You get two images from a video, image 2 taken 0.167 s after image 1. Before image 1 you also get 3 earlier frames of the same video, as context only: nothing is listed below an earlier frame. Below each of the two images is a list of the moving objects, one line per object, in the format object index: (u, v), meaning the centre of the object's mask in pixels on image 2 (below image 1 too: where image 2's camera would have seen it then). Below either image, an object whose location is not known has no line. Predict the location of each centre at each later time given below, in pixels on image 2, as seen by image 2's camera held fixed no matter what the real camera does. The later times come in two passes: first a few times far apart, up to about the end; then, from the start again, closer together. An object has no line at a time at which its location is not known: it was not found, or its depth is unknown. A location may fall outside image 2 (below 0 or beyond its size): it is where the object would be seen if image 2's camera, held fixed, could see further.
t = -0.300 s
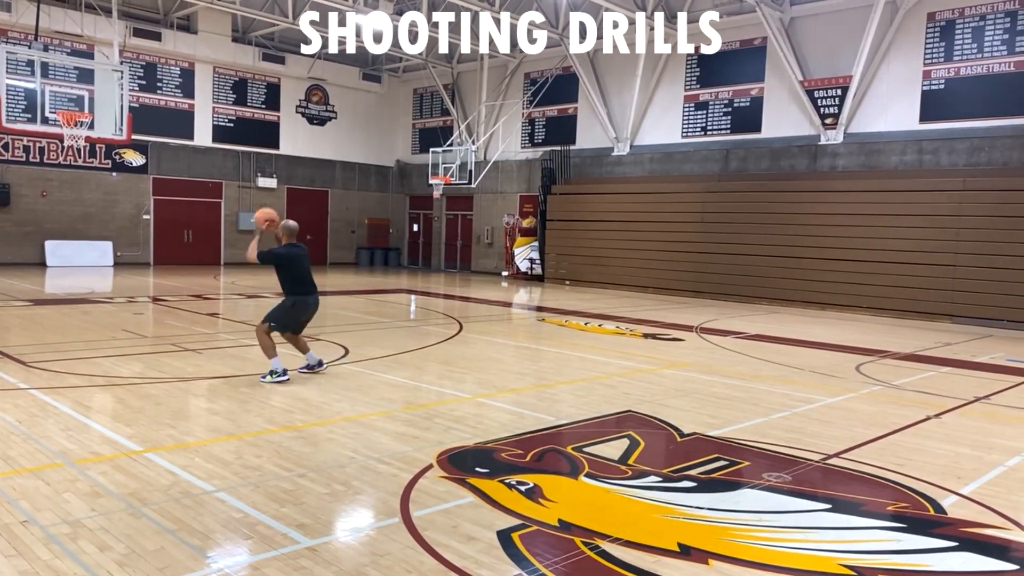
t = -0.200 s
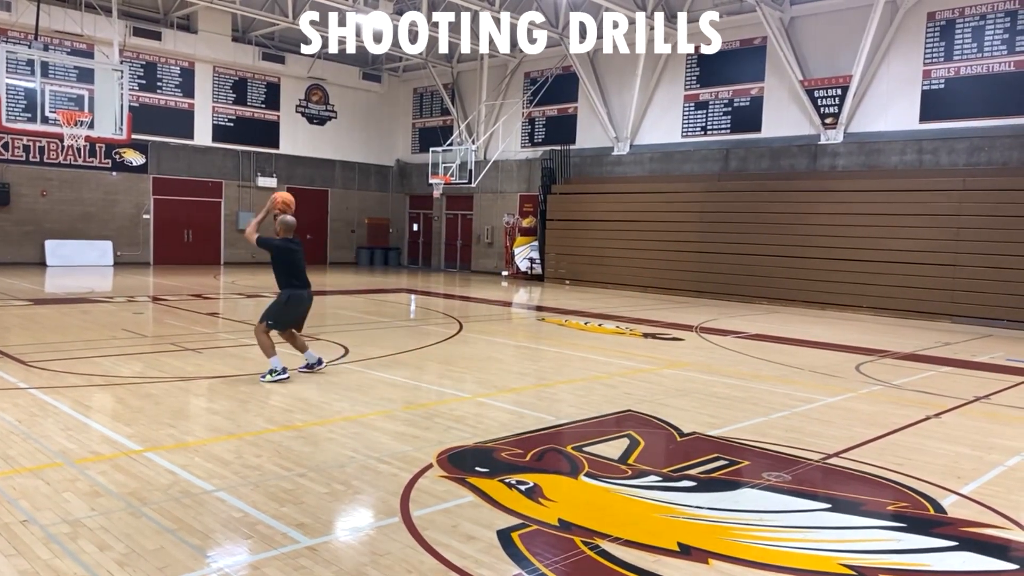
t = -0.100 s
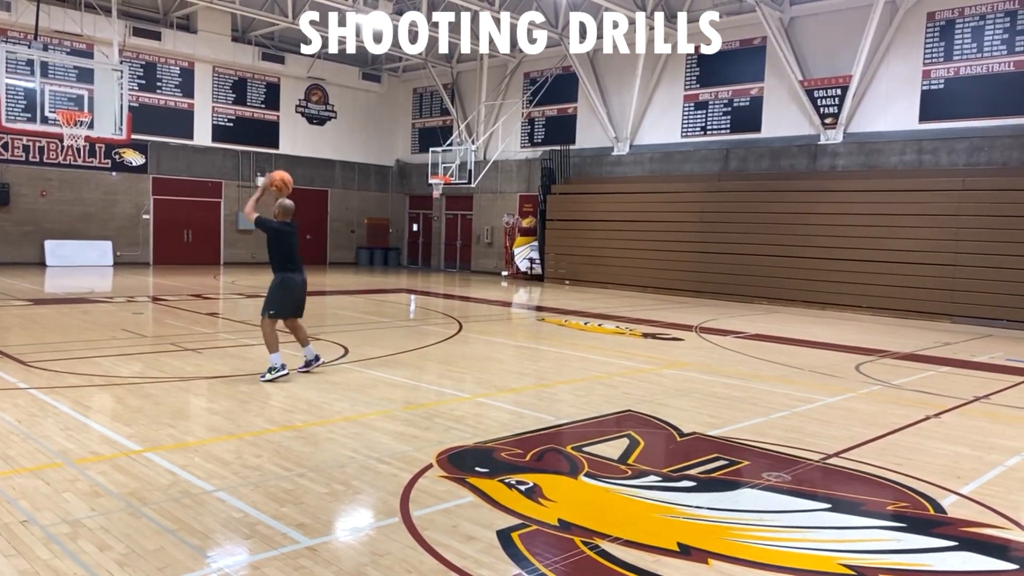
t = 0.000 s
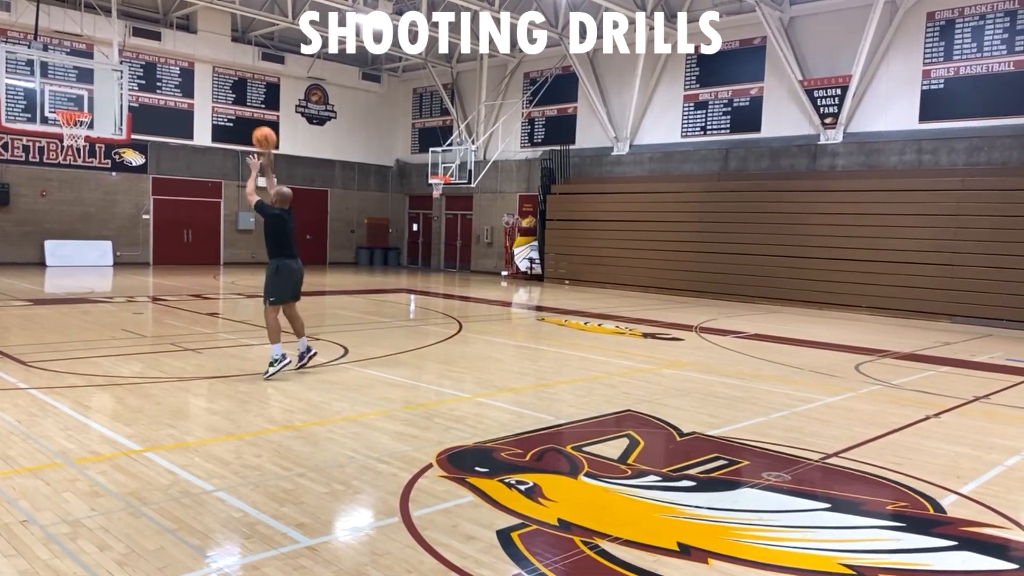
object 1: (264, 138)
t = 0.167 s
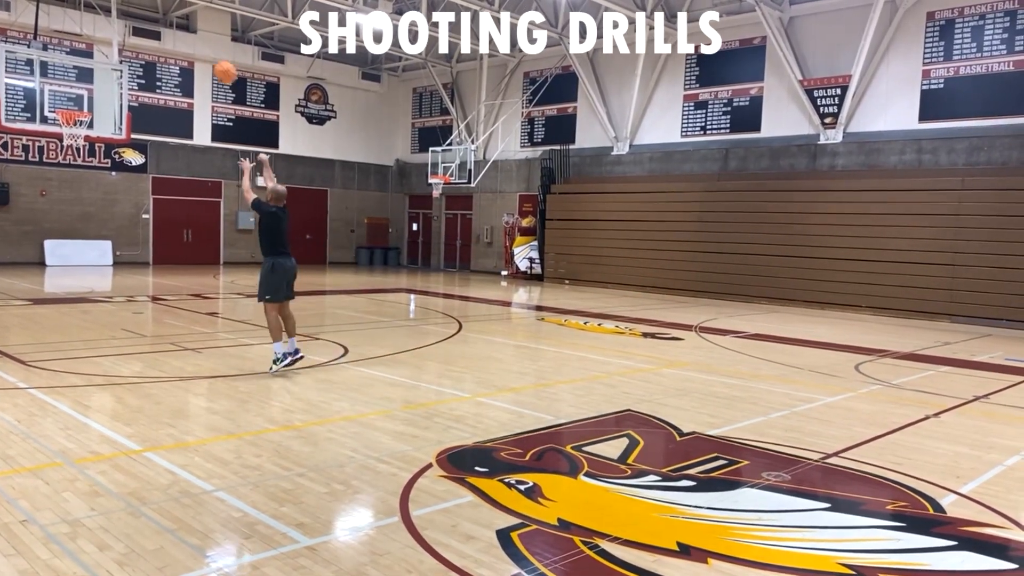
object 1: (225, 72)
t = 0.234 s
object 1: (209, 53)
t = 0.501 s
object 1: (155, 18)
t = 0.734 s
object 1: (115, 34)
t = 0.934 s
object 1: (87, 76)
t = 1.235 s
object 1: (71, 158)
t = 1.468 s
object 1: (76, 238)
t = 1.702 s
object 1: (84, 277)
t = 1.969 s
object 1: (99, 207)
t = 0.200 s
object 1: (216, 61)
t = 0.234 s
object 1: (209, 53)
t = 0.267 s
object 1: (202, 44)
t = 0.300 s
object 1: (194, 37)
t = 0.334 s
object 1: (187, 32)
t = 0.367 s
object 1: (181, 27)
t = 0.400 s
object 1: (174, 23)
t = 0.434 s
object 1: (167, 21)
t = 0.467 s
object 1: (161, 19)
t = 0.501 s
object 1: (155, 18)
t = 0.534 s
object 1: (149, 17)
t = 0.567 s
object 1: (143, 18)
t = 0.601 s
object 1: (138, 20)
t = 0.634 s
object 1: (132, 22)
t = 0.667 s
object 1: (126, 26)
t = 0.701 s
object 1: (121, 30)
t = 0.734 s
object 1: (115, 34)
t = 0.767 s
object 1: (111, 39)
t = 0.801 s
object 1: (105, 46)
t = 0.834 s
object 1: (101, 52)
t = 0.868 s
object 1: (96, 59)
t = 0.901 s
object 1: (92, 68)
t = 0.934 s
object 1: (87, 76)
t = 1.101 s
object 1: (71, 124)
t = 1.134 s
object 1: (70, 132)
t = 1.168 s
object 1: (69, 139)
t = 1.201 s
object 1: (70, 148)
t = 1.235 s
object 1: (71, 158)
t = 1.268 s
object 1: (71, 167)
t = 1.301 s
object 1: (72, 177)
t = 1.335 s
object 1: (72, 187)
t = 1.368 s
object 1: (73, 200)
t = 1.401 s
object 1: (74, 212)
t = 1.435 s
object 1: (75, 225)
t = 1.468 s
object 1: (76, 238)
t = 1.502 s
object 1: (77, 253)
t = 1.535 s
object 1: (77, 267)
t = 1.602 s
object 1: (79, 298)
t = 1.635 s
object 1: (79, 300)
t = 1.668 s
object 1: (82, 288)
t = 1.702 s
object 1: (84, 277)
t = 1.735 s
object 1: (85, 266)
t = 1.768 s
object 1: (88, 256)
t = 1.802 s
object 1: (89, 246)
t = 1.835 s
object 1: (91, 237)
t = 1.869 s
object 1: (93, 228)
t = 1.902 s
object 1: (95, 221)
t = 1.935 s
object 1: (97, 213)
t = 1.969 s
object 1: (99, 207)
